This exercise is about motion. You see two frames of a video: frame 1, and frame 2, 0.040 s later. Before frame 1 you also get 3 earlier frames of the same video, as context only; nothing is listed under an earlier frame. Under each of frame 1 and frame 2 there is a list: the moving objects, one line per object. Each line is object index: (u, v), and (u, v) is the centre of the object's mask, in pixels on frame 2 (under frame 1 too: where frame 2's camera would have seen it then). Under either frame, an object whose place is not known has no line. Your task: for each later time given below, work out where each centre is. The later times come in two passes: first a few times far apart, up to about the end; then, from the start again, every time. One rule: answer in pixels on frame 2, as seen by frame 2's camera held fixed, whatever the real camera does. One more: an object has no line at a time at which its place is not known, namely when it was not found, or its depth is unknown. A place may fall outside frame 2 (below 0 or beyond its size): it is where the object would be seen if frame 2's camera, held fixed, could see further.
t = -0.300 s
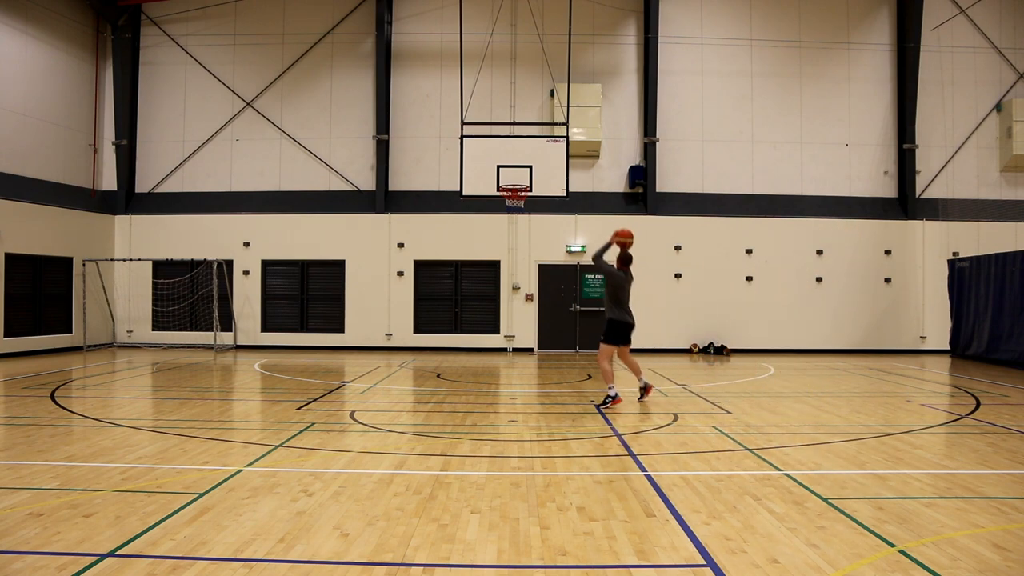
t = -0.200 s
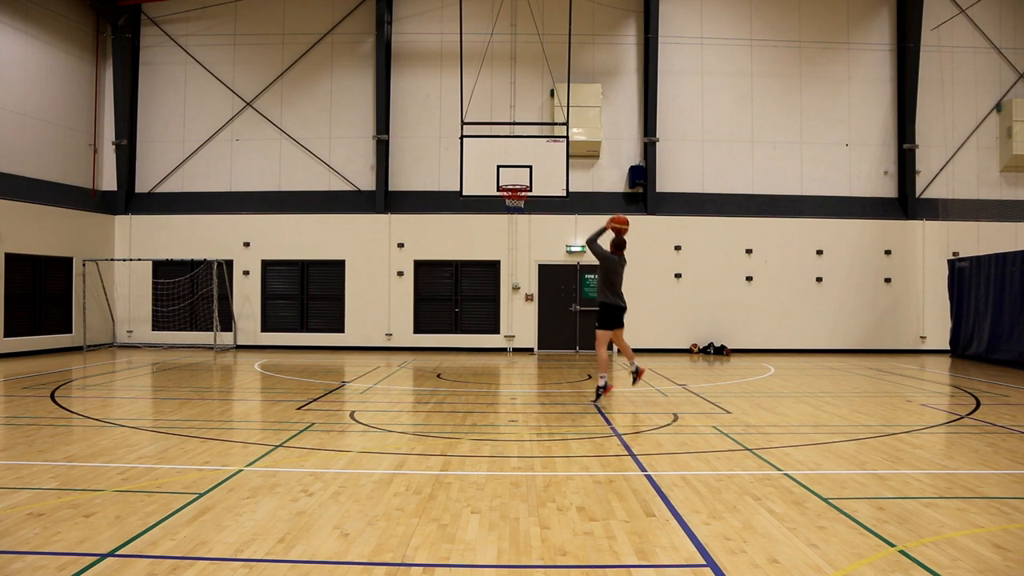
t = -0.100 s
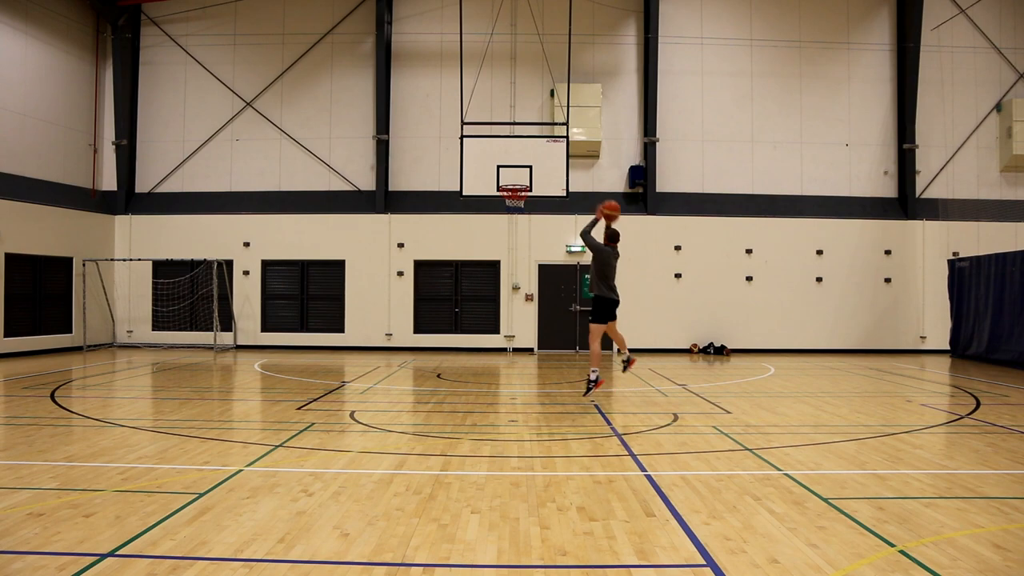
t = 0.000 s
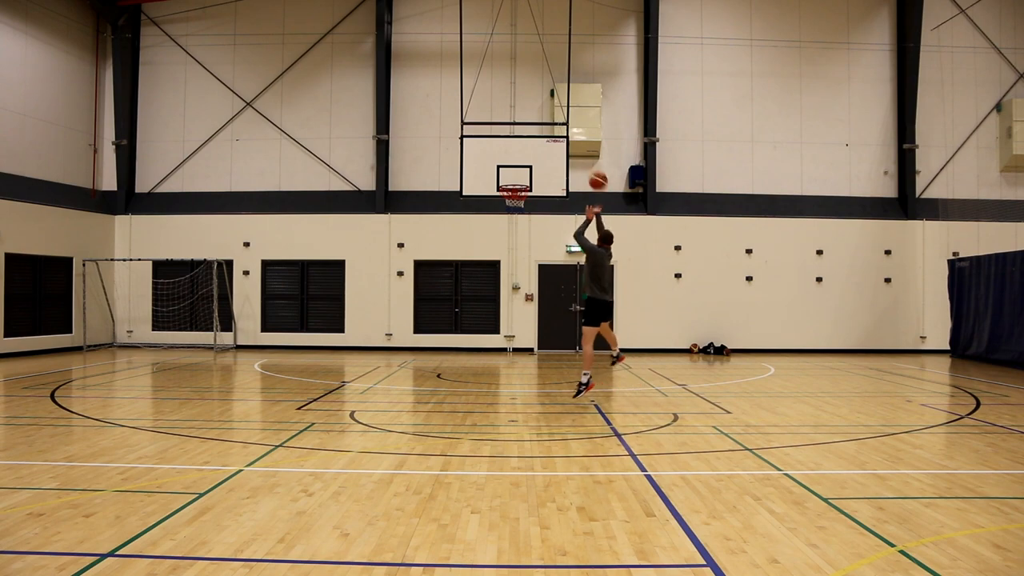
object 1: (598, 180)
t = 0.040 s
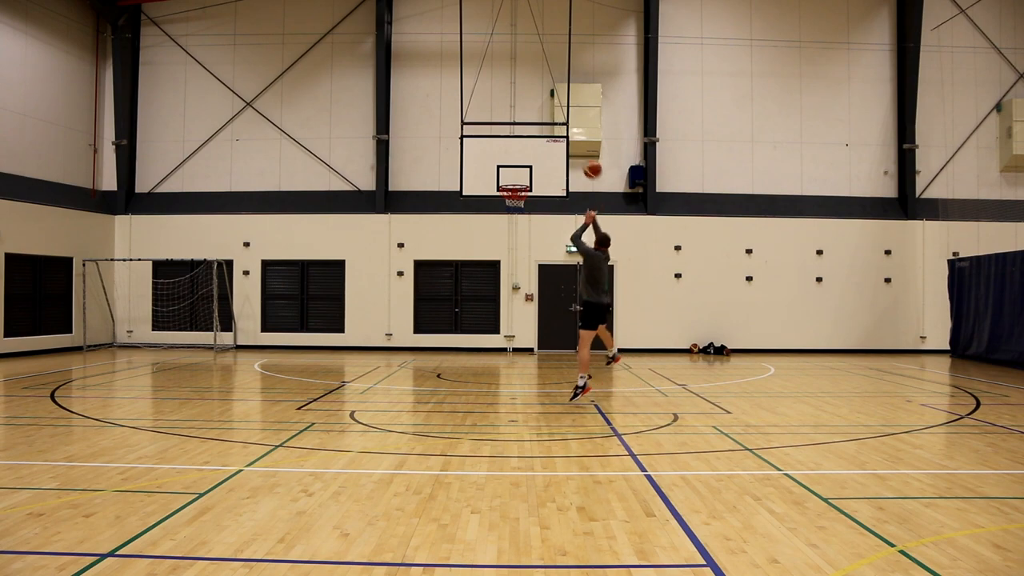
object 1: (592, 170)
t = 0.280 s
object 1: (561, 131)
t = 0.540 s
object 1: (533, 137)
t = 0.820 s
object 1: (508, 186)
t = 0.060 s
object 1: (590, 163)
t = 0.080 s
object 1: (587, 159)
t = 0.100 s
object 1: (584, 154)
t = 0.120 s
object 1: (582, 152)
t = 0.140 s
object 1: (579, 147)
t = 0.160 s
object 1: (576, 145)
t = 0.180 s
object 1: (573, 141)
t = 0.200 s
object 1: (571, 138)
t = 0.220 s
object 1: (568, 136)
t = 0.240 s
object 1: (566, 134)
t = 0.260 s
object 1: (564, 133)
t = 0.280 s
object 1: (561, 131)
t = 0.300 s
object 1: (559, 130)
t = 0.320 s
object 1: (557, 129)
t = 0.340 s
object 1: (555, 128)
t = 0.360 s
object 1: (552, 128)
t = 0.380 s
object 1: (550, 128)
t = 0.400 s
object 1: (548, 128)
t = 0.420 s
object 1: (546, 129)
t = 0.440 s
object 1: (543, 130)
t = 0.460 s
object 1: (542, 131)
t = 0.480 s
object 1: (539, 132)
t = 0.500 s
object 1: (537, 133)
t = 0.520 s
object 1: (535, 135)
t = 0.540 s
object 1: (533, 137)
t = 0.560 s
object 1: (531, 139)
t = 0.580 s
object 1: (530, 141)
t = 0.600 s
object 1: (528, 144)
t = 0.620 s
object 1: (526, 147)
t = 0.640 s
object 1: (524, 150)
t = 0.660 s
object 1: (522, 153)
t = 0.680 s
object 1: (520, 156)
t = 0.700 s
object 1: (518, 160)
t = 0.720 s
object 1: (517, 164)
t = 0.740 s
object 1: (515, 168)
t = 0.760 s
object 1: (513, 172)
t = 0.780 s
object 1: (511, 176)
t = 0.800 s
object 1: (509, 180)
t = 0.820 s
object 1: (508, 186)
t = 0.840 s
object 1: (510, 191)
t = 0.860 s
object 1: (512, 193)
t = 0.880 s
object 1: (514, 195)
